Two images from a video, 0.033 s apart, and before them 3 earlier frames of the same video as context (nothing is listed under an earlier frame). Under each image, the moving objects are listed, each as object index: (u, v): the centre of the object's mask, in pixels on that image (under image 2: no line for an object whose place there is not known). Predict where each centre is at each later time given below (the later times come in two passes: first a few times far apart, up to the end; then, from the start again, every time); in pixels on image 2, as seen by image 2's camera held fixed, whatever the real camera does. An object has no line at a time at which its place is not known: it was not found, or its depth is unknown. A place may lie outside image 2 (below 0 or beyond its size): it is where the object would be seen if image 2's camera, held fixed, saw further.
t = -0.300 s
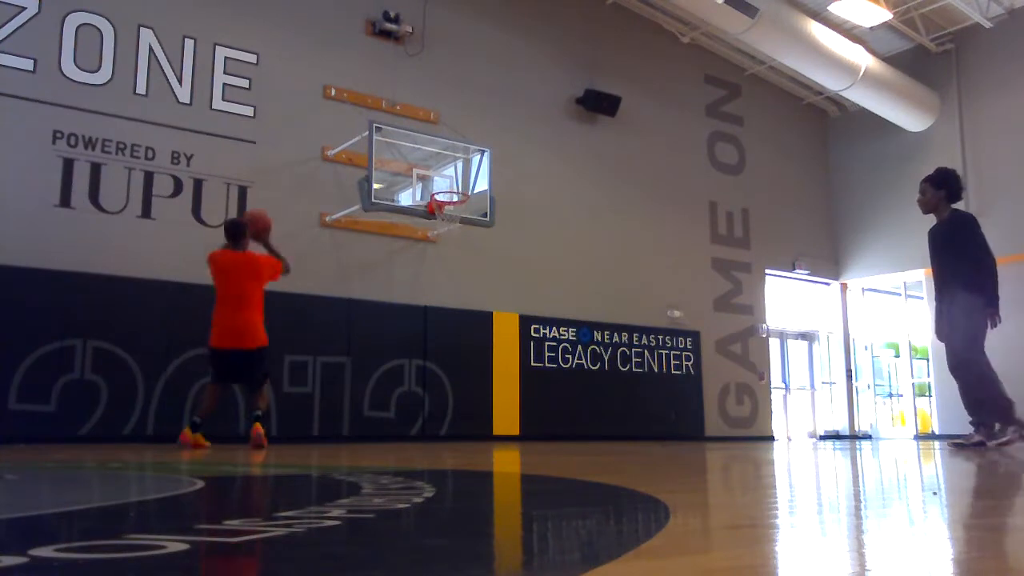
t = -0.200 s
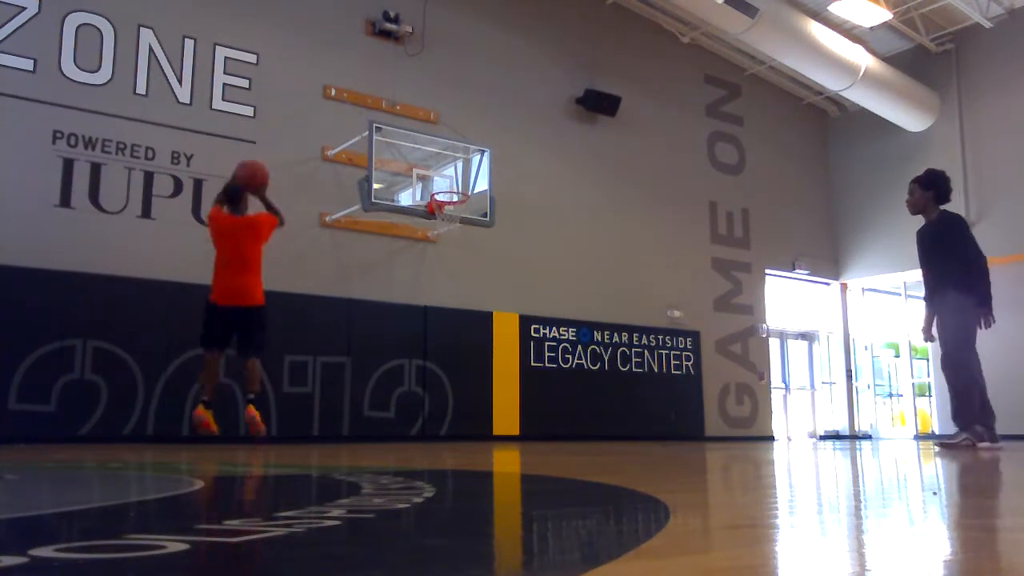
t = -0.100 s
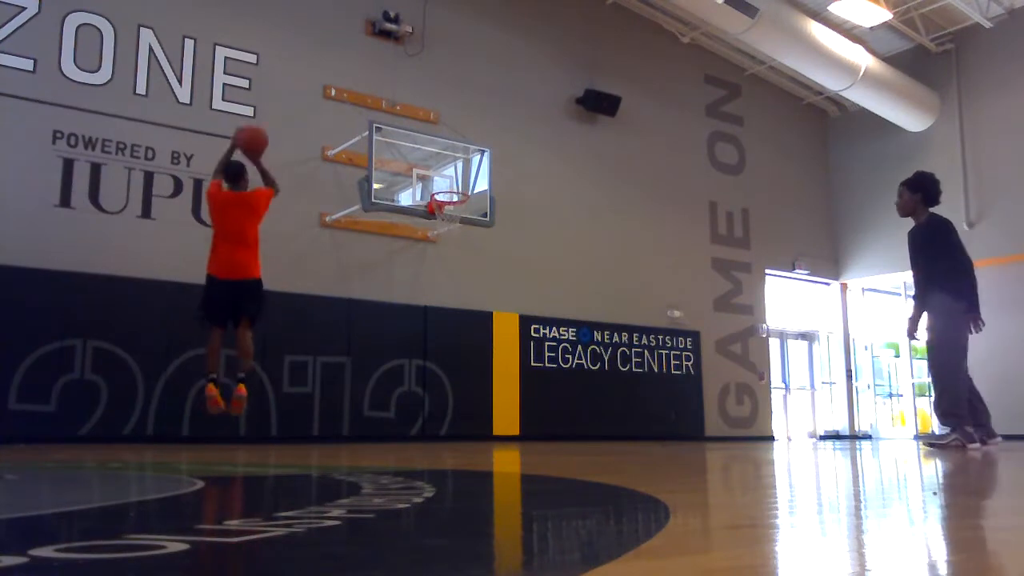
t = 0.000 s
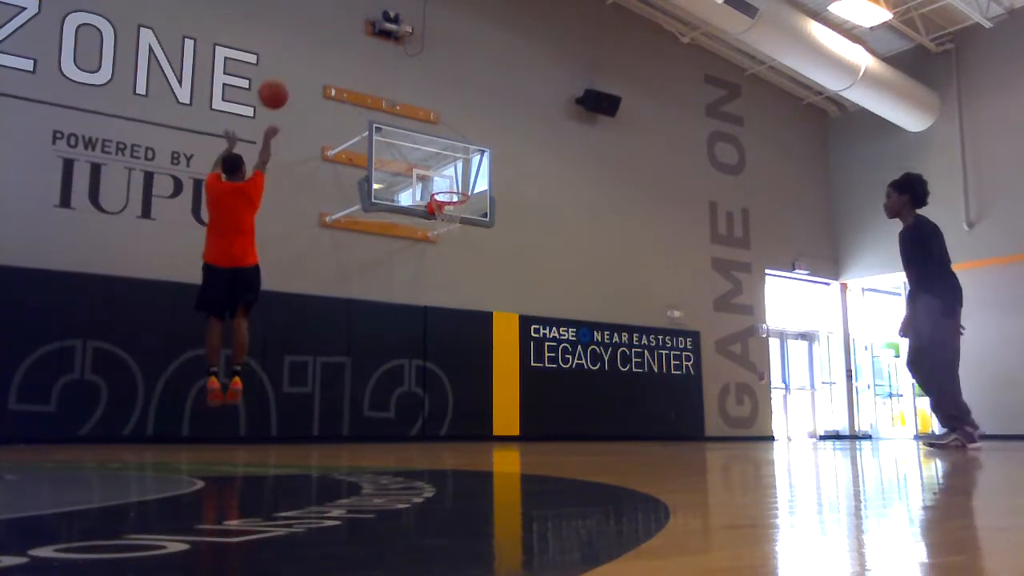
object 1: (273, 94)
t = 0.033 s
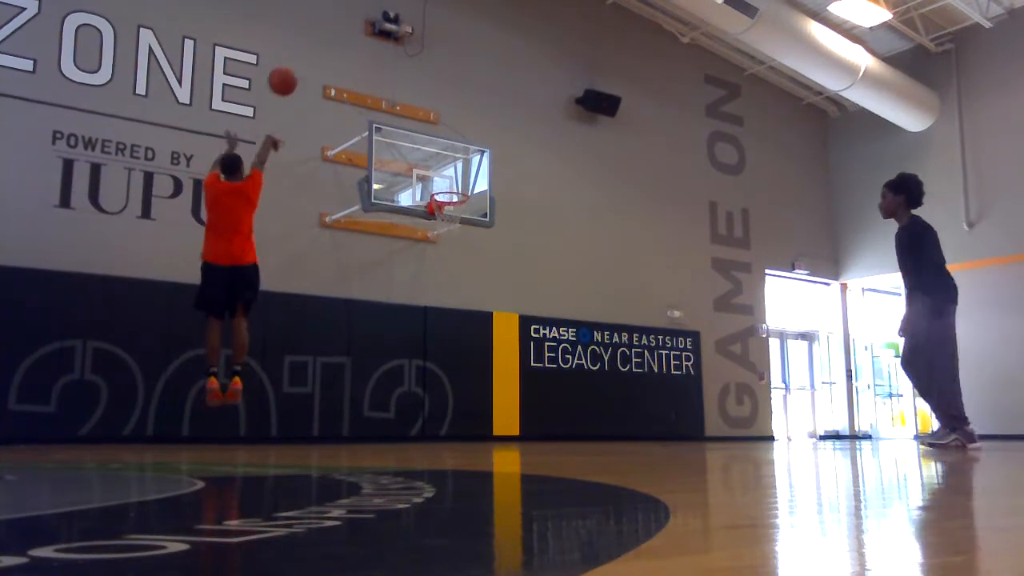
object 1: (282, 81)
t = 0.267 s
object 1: (336, 31)
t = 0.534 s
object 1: (383, 43)
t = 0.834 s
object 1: (424, 121)
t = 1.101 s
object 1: (451, 221)
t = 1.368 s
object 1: (469, 268)
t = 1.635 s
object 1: (486, 368)
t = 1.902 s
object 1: (497, 388)
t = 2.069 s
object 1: (500, 347)
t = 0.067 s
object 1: (291, 70)
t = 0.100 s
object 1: (299, 59)
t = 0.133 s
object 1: (307, 51)
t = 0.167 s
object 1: (315, 44)
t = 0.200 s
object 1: (323, 39)
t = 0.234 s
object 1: (330, 34)
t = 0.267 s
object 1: (336, 31)
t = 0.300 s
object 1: (343, 29)
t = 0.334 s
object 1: (349, 28)
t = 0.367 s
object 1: (355, 28)
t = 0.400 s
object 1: (361, 29)
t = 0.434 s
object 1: (367, 31)
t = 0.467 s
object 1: (372, 34)
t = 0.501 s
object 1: (378, 38)
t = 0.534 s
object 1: (383, 43)
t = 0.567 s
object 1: (387, 49)
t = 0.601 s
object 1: (392, 55)
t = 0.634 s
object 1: (397, 62)
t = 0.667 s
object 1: (402, 70)
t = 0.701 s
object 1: (407, 80)
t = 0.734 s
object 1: (411, 89)
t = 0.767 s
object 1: (415, 99)
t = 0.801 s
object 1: (419, 110)
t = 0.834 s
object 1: (424, 121)
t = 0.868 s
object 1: (427, 134)
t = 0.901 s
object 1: (431, 147)
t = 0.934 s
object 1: (434, 160)
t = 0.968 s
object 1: (438, 173)
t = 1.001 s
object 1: (442, 188)
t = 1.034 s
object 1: (445, 202)
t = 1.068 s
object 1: (449, 214)
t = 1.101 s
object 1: (451, 221)
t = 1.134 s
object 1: (453, 224)
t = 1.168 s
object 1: (455, 227)
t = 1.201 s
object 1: (457, 233)
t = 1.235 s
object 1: (460, 238)
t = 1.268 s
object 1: (462, 244)
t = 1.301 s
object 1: (464, 252)
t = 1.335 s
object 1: (466, 259)
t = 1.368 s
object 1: (469, 268)
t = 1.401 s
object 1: (471, 277)
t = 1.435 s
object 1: (473, 288)
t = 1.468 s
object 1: (475, 299)
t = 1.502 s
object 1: (478, 311)
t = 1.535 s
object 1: (481, 323)
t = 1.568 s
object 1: (482, 337)
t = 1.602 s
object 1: (484, 353)
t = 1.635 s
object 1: (486, 368)
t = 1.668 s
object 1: (489, 384)
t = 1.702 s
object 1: (490, 402)
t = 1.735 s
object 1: (493, 419)
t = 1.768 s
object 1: (495, 434)
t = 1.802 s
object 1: (495, 421)
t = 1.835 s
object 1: (496, 410)
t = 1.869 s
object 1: (496, 398)
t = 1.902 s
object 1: (497, 388)
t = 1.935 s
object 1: (497, 378)
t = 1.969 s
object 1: (498, 369)
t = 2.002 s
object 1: (499, 361)
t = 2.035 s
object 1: (500, 354)
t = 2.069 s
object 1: (500, 347)
